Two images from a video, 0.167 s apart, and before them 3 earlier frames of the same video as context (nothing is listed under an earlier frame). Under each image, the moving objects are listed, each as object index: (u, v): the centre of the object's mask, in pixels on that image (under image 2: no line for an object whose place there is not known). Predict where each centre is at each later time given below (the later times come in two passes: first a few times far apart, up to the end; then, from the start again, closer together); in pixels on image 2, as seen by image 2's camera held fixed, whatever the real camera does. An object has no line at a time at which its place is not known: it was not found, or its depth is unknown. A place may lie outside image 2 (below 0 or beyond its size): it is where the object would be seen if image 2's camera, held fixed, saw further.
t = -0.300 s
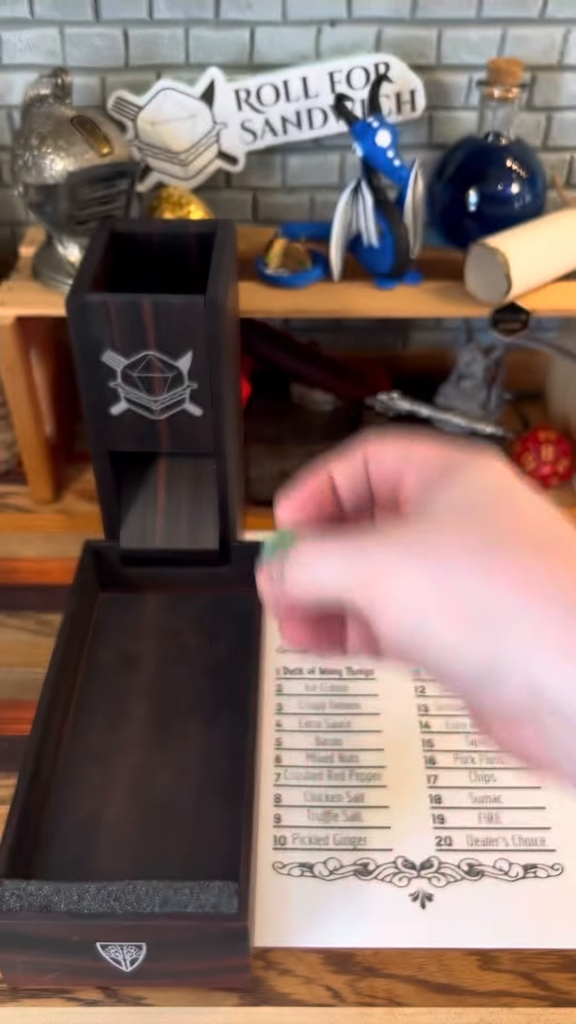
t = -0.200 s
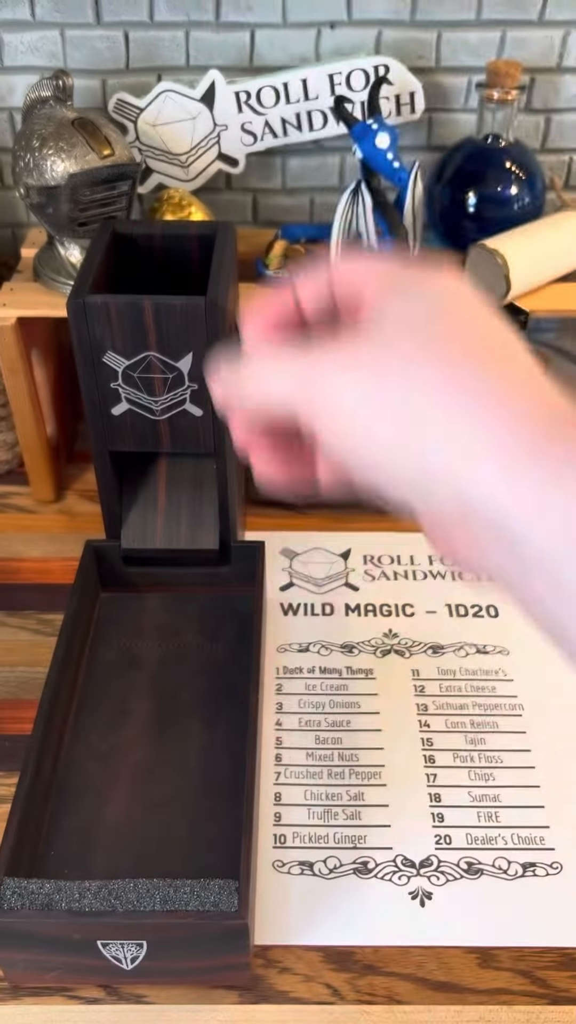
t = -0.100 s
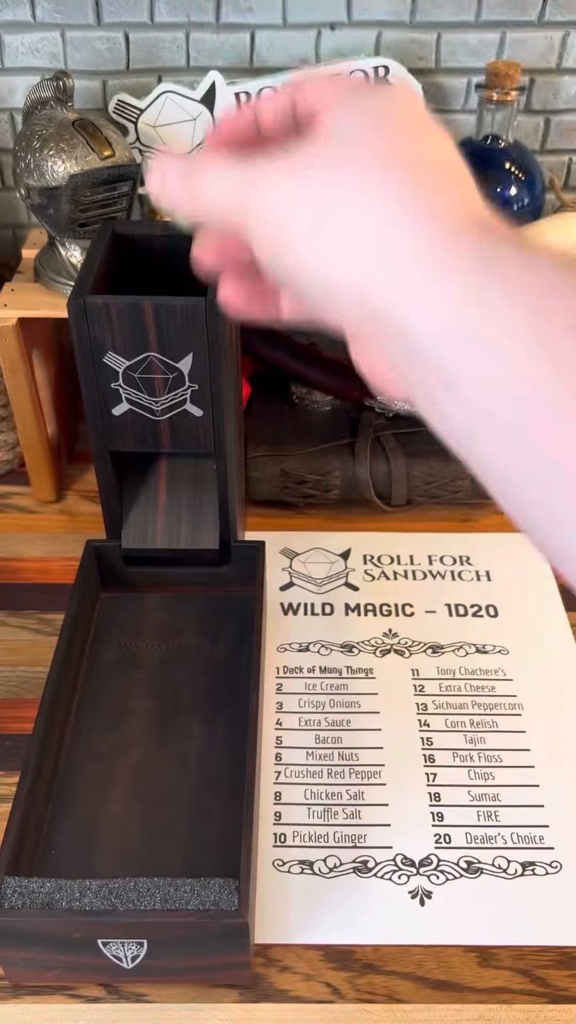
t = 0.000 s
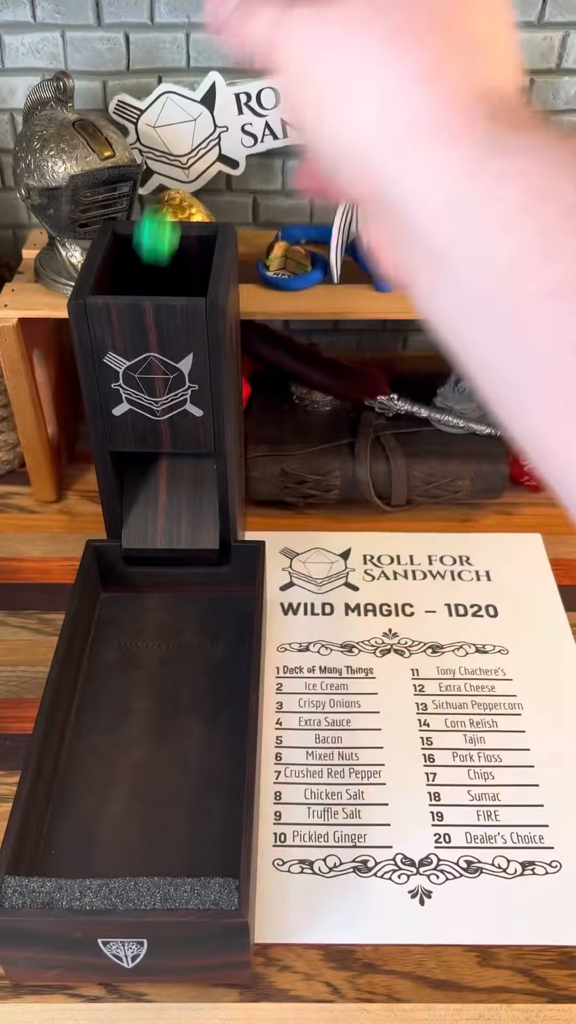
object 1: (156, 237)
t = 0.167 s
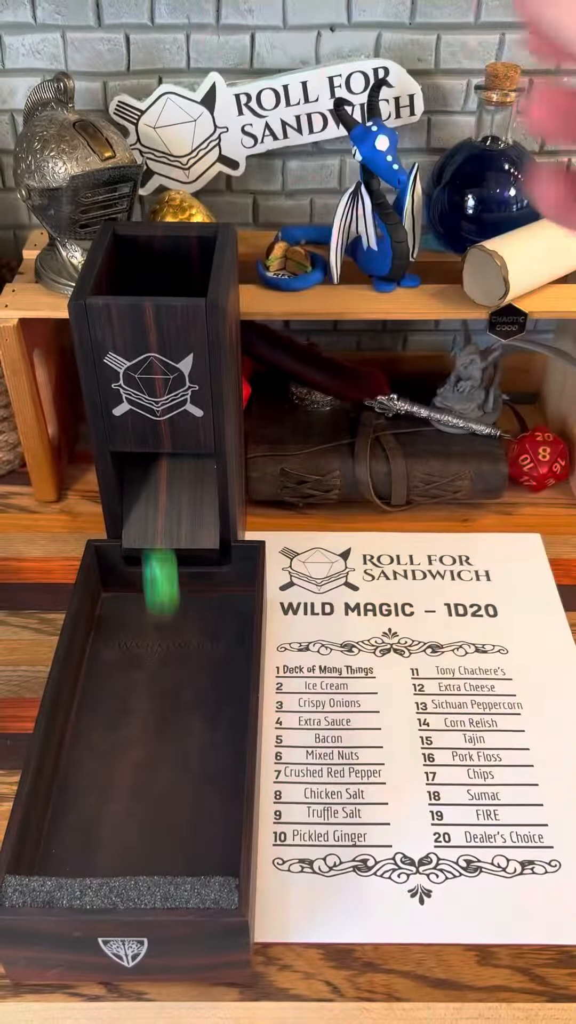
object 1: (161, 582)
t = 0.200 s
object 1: (169, 650)
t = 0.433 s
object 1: (218, 814)
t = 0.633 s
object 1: (160, 755)
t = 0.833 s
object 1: (97, 731)
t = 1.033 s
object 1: (89, 740)
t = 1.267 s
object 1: (93, 755)
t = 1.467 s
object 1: (78, 767)
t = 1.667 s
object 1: (77, 767)
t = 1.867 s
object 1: (77, 767)
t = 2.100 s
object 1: (77, 767)
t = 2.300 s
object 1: (77, 767)
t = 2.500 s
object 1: (77, 767)
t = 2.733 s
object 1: (78, 767)
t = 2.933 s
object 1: (77, 767)
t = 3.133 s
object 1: (78, 767)
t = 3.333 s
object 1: (77, 767)
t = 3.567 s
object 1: (78, 767)
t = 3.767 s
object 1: (77, 767)
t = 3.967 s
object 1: (77, 767)
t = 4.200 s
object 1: (78, 767)
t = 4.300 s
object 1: (77, 767)
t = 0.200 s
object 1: (169, 650)
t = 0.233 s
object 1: (179, 690)
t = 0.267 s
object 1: (191, 749)
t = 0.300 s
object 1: (203, 796)
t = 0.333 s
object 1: (216, 832)
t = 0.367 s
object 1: (211, 856)
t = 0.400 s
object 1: (214, 829)
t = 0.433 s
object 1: (218, 814)
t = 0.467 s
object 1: (219, 805)
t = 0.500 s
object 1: (210, 787)
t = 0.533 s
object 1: (201, 781)
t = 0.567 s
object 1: (186, 771)
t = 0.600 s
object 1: (171, 763)
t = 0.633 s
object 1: (160, 755)
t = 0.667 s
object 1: (151, 750)
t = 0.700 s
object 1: (140, 744)
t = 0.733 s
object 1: (129, 738)
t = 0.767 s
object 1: (120, 734)
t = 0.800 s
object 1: (109, 733)
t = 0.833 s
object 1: (97, 731)
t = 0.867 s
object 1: (87, 732)
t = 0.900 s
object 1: (84, 732)
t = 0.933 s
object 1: (84, 732)
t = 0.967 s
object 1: (84, 734)
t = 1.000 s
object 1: (85, 736)
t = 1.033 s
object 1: (89, 740)
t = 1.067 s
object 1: (90, 745)
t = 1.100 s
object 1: (87, 750)
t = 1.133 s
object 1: (84, 754)
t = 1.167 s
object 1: (85, 758)
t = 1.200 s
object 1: (89, 760)
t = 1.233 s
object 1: (92, 759)
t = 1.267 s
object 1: (93, 755)
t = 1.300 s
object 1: (91, 755)
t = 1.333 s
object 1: (86, 758)
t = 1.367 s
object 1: (82, 761)
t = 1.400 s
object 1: (78, 764)
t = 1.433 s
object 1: (76, 767)
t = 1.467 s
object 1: (78, 767)
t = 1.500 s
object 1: (78, 767)
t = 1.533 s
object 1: (77, 767)
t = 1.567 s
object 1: (78, 767)
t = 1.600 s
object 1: (77, 767)
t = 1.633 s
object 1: (78, 767)
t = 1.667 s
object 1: (77, 767)
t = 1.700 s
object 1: (77, 767)
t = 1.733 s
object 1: (77, 767)
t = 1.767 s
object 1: (77, 767)
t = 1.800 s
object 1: (77, 767)
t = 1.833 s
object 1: (77, 767)
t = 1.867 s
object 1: (77, 767)
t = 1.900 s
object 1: (77, 767)
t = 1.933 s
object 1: (77, 767)
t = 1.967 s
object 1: (77, 767)
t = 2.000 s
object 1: (77, 767)
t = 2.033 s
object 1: (77, 767)
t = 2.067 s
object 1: (77, 767)
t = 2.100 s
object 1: (77, 767)
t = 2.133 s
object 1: (77, 767)
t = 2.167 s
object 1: (77, 767)
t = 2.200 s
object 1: (77, 767)
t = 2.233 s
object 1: (77, 767)
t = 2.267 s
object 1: (77, 767)
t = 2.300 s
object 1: (77, 767)
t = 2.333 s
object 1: (77, 767)
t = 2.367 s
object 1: (77, 767)
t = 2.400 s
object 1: (77, 767)
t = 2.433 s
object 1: (77, 767)
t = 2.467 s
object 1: (77, 767)
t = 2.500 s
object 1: (77, 767)
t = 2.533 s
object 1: (77, 767)
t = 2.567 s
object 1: (77, 767)
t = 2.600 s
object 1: (77, 767)
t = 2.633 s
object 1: (77, 767)
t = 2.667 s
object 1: (78, 767)
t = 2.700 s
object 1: (78, 767)
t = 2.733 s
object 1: (78, 767)
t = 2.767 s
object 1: (77, 767)
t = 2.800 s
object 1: (77, 767)
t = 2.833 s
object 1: (77, 767)
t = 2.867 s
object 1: (78, 767)
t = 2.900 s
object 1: (77, 767)
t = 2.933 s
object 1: (77, 767)
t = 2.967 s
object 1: (77, 767)
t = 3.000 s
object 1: (77, 767)
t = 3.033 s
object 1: (77, 767)
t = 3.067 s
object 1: (78, 767)
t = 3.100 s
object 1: (77, 767)
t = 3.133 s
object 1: (78, 767)
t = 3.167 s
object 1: (77, 767)
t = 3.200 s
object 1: (78, 767)
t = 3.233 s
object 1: (77, 767)
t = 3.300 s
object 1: (77, 767)
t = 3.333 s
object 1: (77, 767)
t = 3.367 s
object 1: (78, 767)
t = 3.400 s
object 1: (77, 767)
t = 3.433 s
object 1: (77, 767)
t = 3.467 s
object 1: (77, 767)
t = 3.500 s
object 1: (77, 767)
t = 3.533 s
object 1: (77, 767)
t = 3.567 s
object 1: (78, 767)
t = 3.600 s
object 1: (77, 767)
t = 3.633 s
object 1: (77, 767)
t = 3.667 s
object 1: (77, 767)
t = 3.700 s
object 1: (77, 767)
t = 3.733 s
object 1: (77, 767)
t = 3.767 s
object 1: (77, 767)
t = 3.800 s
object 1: (78, 767)
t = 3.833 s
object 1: (77, 767)
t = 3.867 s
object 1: (77, 767)
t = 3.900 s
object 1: (77, 767)
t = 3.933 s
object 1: (78, 767)
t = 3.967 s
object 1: (77, 767)
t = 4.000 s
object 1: (78, 767)
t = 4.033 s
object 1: (77, 767)
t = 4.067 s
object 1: (77, 767)
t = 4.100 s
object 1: (77, 767)
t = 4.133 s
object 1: (78, 767)
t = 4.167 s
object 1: (77, 767)
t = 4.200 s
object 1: (78, 767)
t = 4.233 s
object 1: (77, 767)
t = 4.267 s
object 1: (78, 767)
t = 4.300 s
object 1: (77, 767)
